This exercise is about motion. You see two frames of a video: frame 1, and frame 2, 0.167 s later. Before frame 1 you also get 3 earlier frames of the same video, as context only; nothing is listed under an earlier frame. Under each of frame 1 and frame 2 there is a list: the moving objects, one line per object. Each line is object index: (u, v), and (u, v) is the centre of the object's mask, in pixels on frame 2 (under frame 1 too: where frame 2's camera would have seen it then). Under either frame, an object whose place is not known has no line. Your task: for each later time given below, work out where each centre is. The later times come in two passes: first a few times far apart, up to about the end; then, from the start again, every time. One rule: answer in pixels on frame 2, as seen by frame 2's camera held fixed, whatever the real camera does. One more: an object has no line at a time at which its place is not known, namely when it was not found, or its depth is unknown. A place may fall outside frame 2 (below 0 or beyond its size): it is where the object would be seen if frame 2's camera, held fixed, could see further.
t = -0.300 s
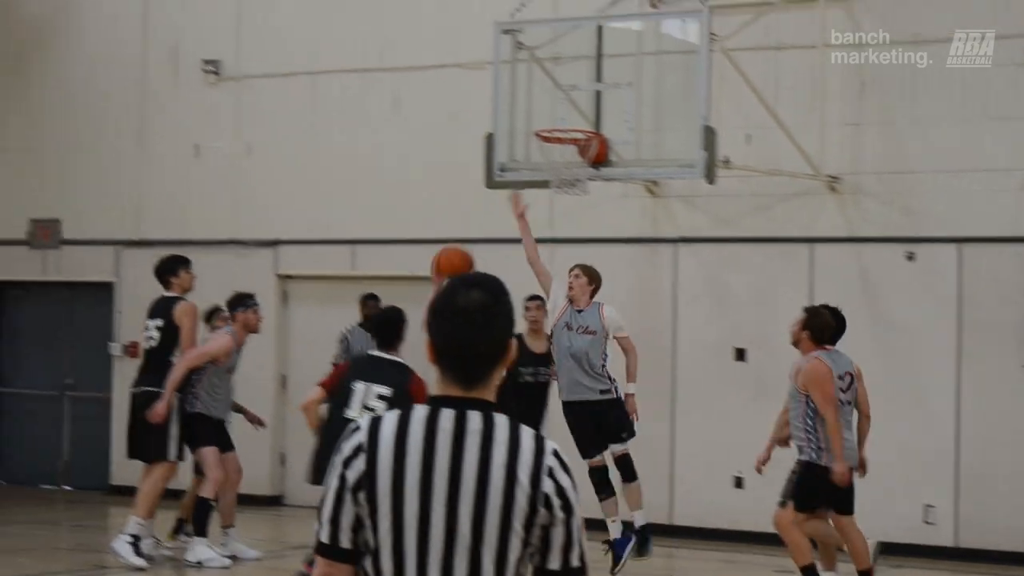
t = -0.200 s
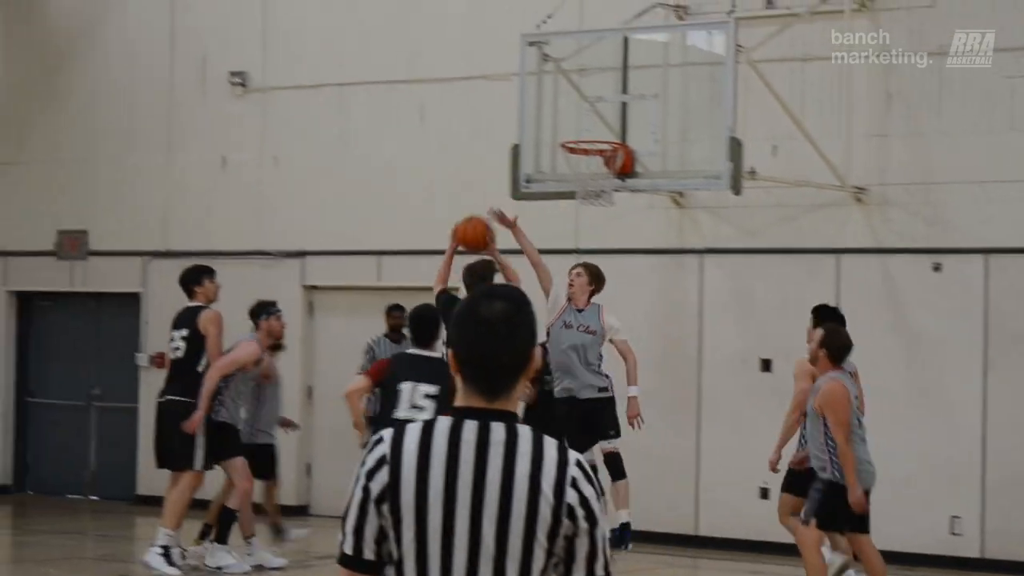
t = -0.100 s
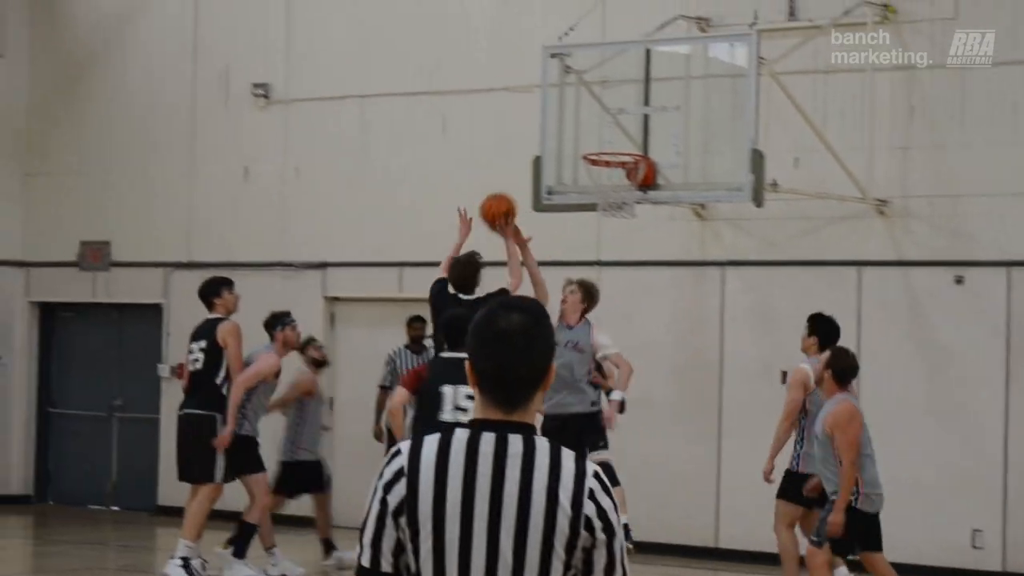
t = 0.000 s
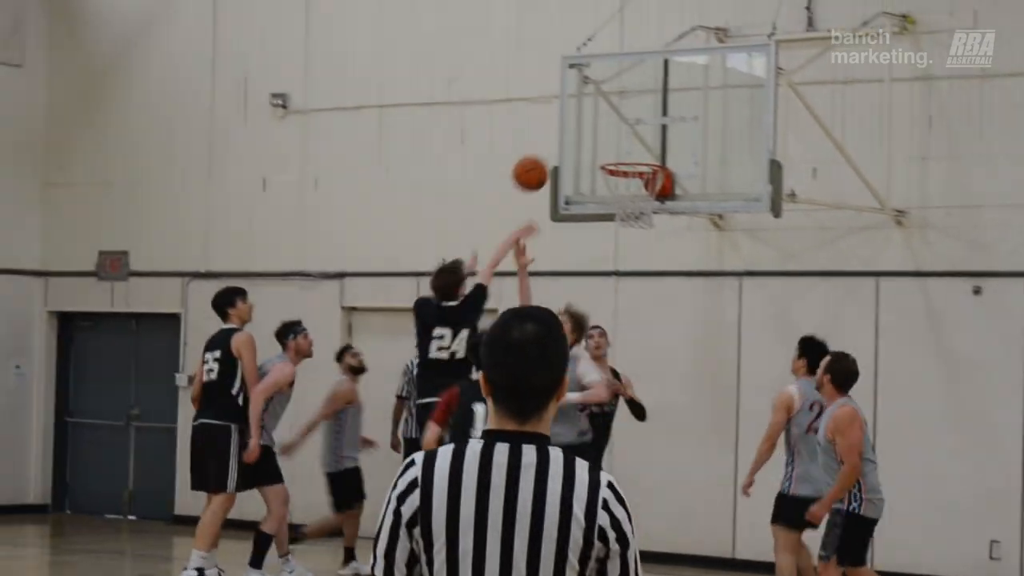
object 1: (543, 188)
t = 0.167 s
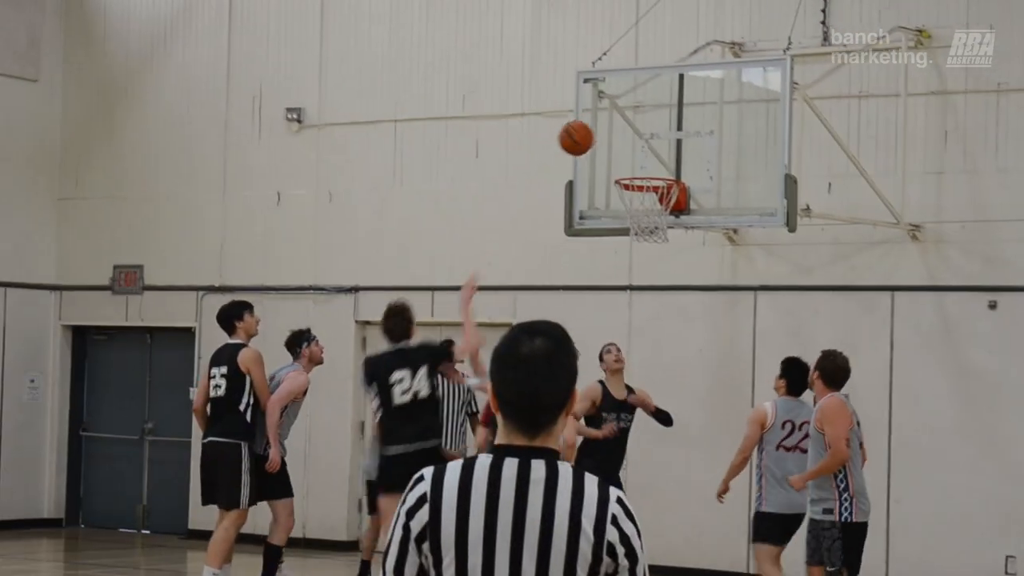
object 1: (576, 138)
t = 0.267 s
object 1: (596, 127)
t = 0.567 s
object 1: (637, 181)
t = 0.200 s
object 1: (583, 132)
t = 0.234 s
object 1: (588, 129)
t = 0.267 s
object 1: (596, 127)
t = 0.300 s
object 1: (601, 127)
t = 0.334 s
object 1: (606, 129)
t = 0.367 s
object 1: (610, 132)
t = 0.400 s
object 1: (614, 137)
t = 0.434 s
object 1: (620, 143)
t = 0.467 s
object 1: (624, 150)
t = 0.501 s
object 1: (628, 159)
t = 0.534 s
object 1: (633, 172)
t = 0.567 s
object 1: (637, 181)
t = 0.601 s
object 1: (643, 186)
